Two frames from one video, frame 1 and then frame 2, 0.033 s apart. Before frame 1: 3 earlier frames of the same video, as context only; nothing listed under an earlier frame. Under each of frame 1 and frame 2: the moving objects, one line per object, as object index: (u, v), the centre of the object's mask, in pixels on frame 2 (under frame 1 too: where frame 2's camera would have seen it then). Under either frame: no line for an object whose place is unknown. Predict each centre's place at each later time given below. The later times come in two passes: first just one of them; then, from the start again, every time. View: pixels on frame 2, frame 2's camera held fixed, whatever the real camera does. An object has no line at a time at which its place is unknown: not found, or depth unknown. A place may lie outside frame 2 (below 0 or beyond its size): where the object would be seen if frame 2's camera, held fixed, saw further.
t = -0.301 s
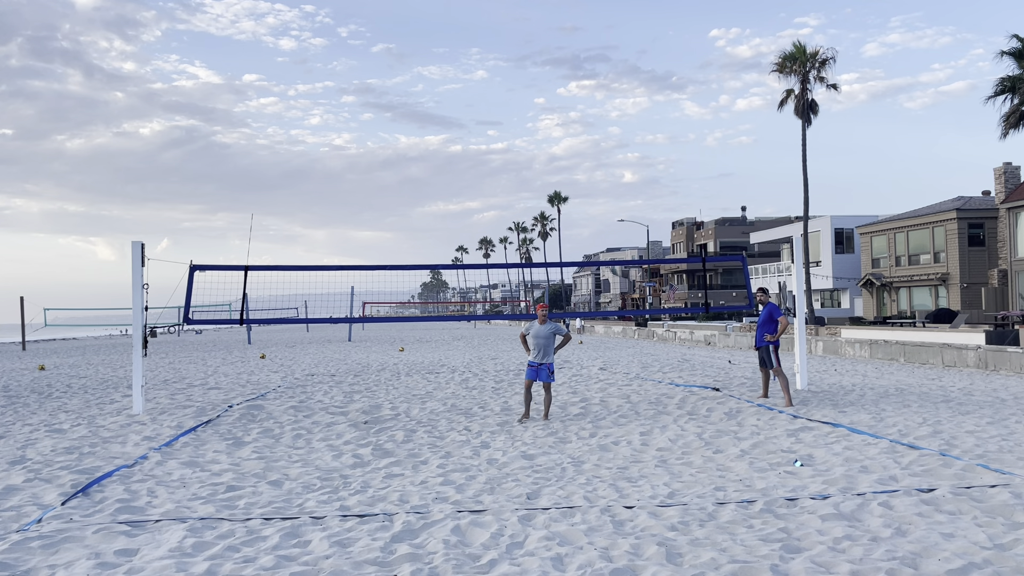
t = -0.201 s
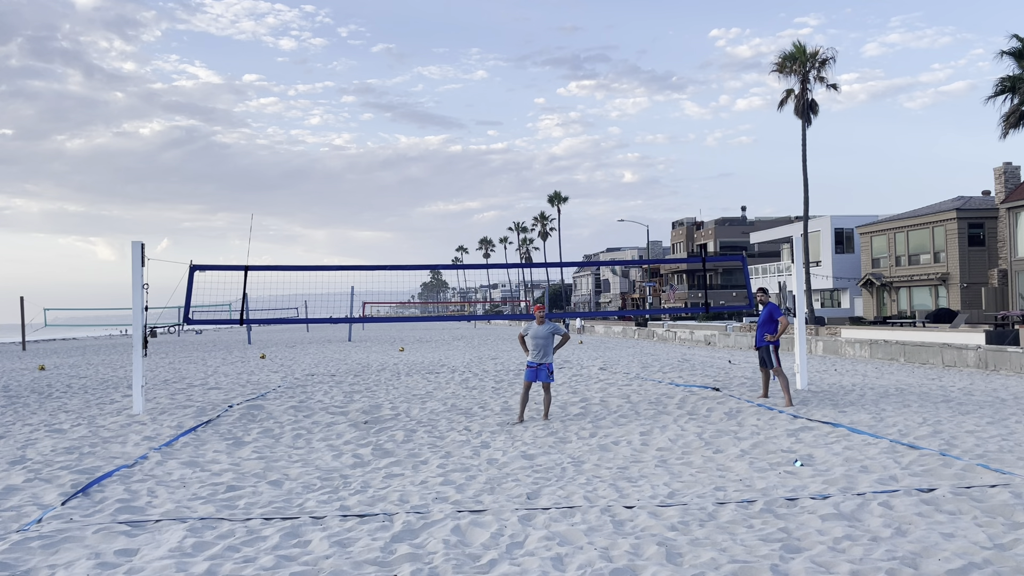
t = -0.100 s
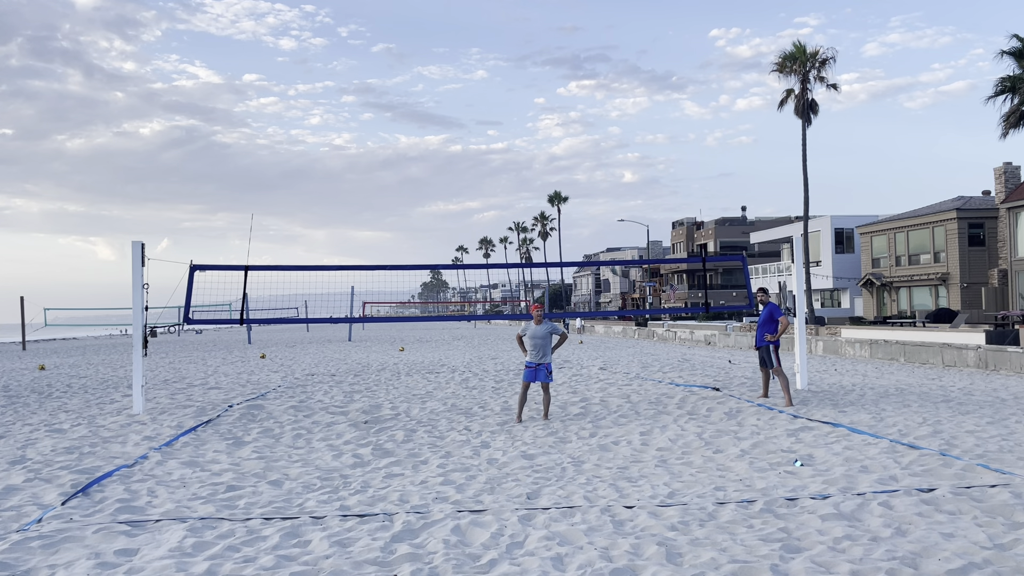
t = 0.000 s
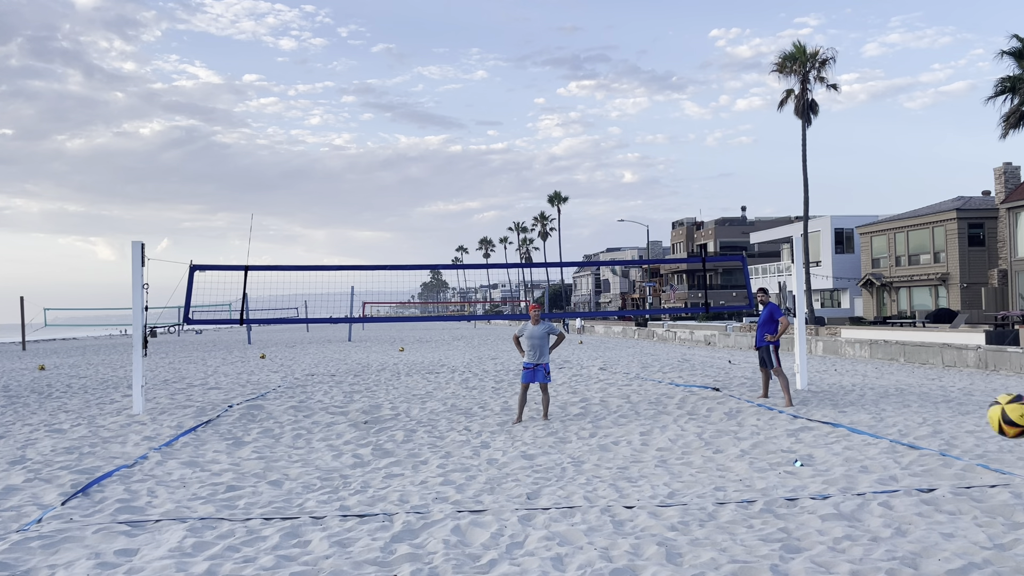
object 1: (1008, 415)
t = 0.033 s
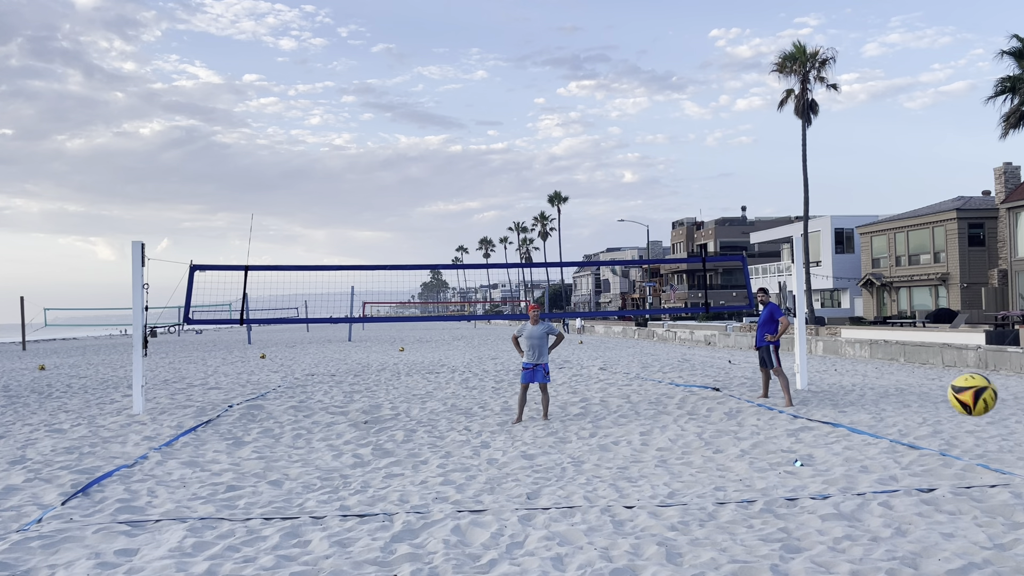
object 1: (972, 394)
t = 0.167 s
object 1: (841, 346)
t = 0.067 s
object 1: (935, 377)
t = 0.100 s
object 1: (901, 364)
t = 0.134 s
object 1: (869, 353)
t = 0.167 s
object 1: (841, 346)
